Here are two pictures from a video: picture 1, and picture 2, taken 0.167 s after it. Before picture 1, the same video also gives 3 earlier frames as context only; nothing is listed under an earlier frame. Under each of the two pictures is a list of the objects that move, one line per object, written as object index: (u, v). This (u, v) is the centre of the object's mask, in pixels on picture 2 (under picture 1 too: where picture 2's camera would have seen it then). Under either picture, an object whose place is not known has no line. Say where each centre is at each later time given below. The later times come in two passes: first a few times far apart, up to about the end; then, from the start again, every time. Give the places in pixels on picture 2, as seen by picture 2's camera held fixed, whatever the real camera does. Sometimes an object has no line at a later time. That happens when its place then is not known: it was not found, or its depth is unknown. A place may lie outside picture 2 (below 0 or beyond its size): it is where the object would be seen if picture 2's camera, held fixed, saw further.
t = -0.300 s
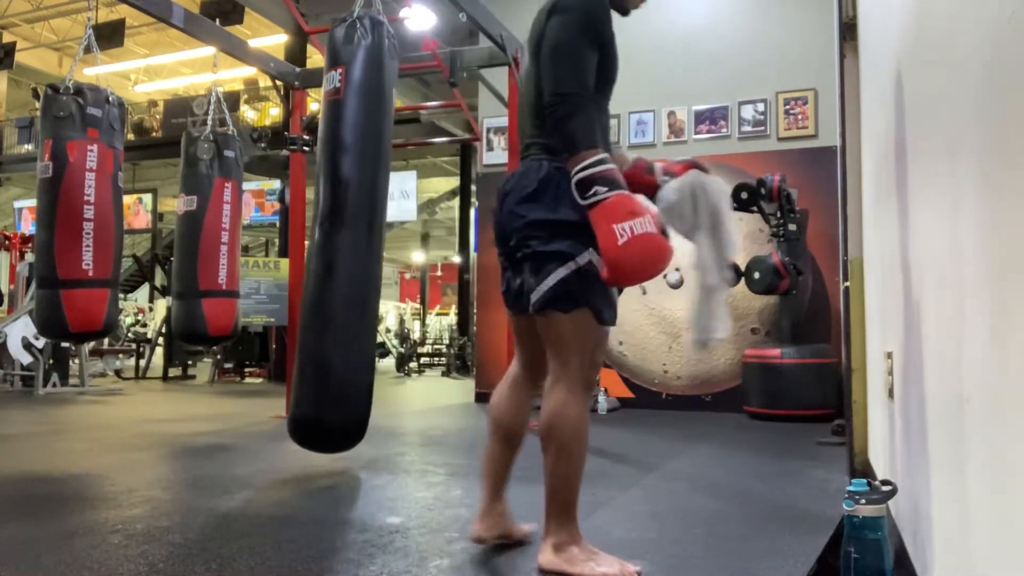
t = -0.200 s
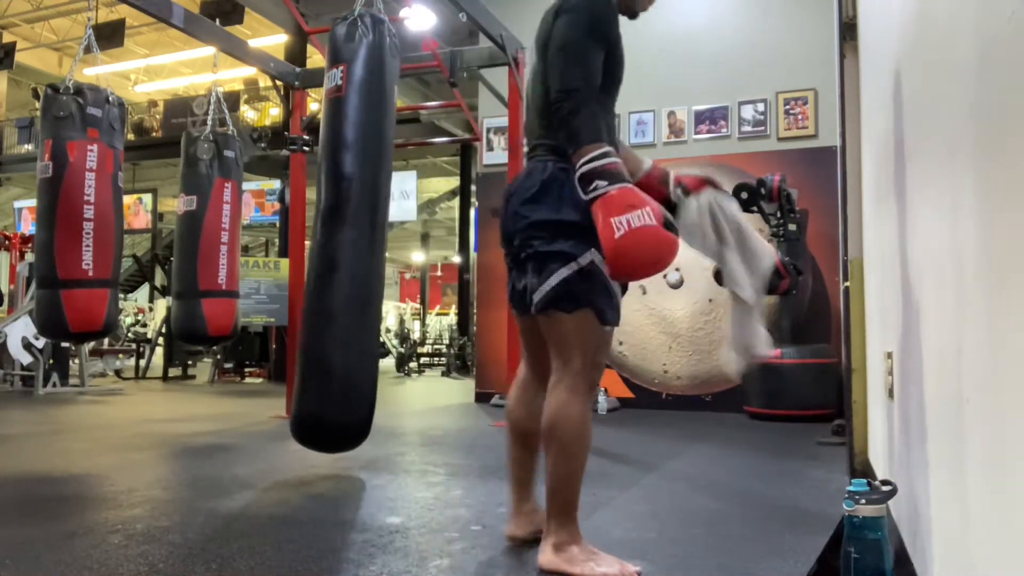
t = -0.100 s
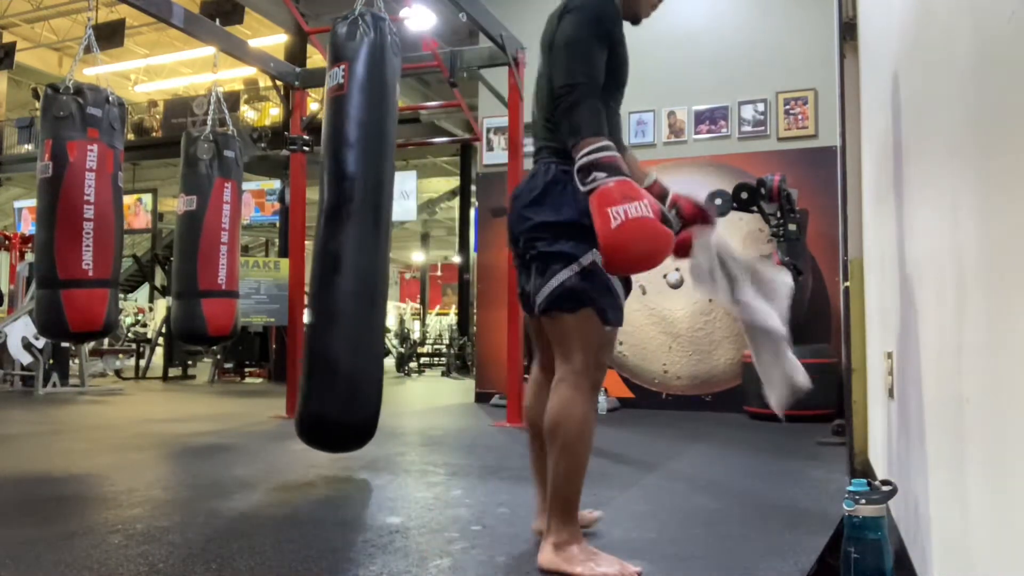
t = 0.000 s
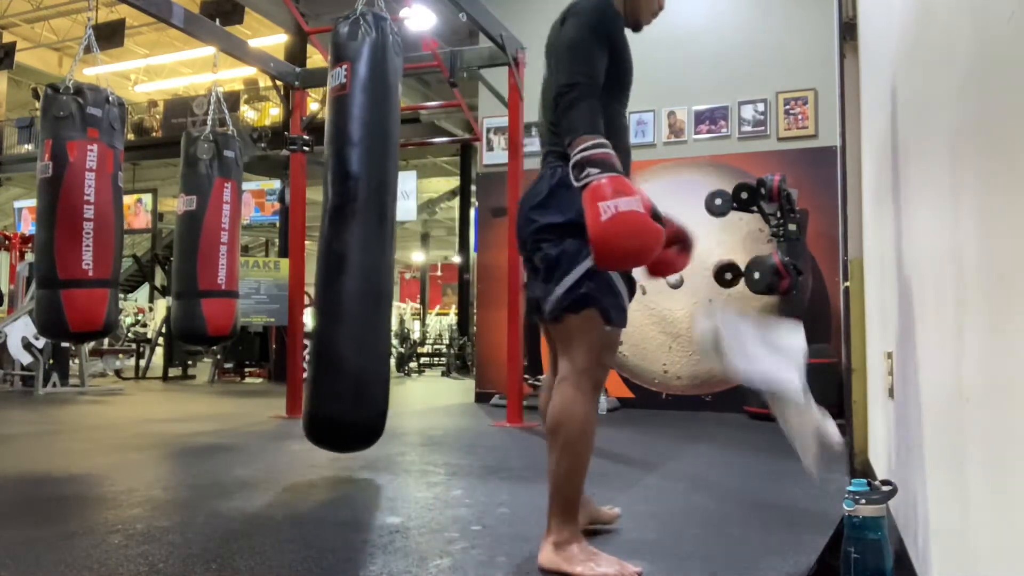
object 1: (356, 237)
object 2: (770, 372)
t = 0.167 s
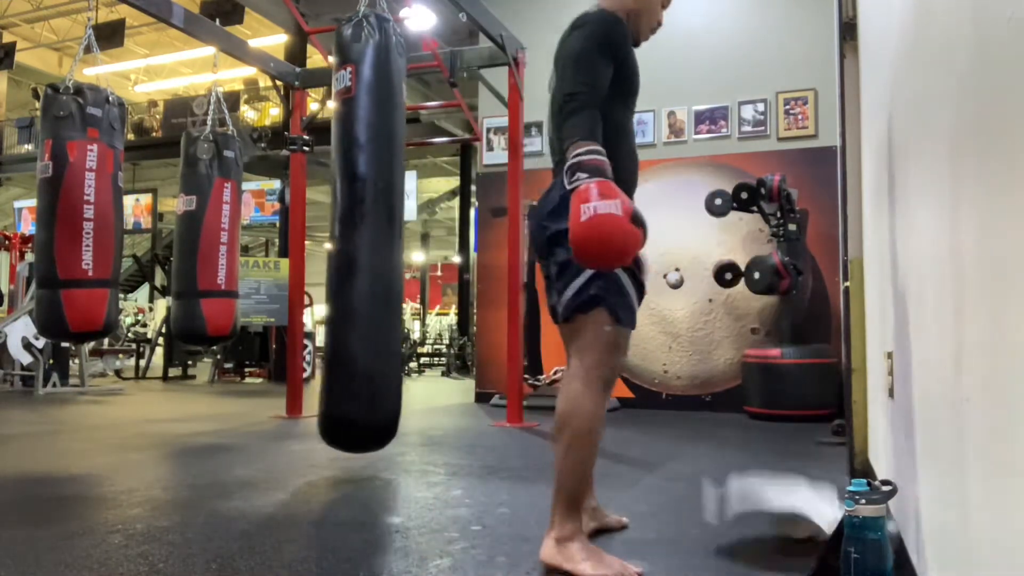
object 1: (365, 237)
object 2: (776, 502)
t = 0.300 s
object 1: (372, 238)
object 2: (782, 535)
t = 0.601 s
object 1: (383, 235)
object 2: (782, 535)
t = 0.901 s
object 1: (385, 233)
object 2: (782, 535)
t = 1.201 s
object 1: (378, 229)
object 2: (782, 535)
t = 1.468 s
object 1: (367, 231)
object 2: (782, 535)
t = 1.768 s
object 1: (354, 235)
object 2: (782, 535)
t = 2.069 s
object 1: (347, 238)
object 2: (782, 536)
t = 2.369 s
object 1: (349, 237)
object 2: (782, 536)
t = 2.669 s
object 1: (362, 236)
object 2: (782, 535)
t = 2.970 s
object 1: (377, 236)
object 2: (782, 535)
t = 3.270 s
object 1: (385, 237)
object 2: (782, 535)
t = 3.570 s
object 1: (383, 231)
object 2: (782, 535)
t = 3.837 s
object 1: (374, 228)
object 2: (782, 535)
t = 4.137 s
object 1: (362, 231)
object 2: (782, 535)
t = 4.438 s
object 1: (351, 238)
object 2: (782, 535)
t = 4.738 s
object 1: (347, 240)
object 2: (782, 535)
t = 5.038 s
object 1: (354, 237)
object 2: (782, 535)
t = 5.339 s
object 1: (368, 236)
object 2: (782, 536)
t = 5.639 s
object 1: (381, 236)
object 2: (782, 535)
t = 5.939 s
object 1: (384, 235)
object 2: (782, 535)
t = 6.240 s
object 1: (379, 229)
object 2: (782, 535)
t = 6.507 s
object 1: (370, 228)
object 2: (782, 535)
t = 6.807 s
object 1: (358, 234)
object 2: (782, 535)
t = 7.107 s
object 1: (349, 238)
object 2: (782, 535)
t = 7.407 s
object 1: (349, 240)
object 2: (782, 535)
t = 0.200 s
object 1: (367, 237)
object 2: (771, 527)
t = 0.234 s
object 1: (369, 237)
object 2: (781, 535)
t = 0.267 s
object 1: (370, 237)
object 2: (782, 534)
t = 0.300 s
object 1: (372, 238)
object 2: (782, 535)
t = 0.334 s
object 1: (373, 238)
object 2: (782, 535)
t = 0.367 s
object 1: (375, 237)
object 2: (782, 535)
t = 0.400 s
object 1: (376, 237)
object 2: (782, 535)
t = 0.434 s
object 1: (378, 239)
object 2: (782, 535)
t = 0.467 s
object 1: (379, 238)
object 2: (782, 535)
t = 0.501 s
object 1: (381, 239)
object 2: (782, 535)
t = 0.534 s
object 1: (382, 236)
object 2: (782, 535)
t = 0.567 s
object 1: (382, 236)
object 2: (782, 535)
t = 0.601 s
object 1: (383, 235)
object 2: (782, 535)
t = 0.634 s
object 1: (385, 239)
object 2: (782, 535)
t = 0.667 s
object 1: (385, 238)
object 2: (782, 535)
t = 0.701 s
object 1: (385, 237)
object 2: (782, 535)
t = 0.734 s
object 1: (385, 237)
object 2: (782, 535)
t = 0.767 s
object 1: (386, 236)
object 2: (782, 535)
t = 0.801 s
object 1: (386, 236)
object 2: (782, 536)
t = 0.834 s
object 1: (386, 235)
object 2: (782, 535)
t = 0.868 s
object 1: (386, 234)
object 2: (782, 535)
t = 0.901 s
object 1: (385, 233)
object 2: (782, 535)
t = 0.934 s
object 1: (385, 233)
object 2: (782, 535)
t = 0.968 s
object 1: (384, 233)
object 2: (782, 535)
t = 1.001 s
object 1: (384, 231)
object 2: (782, 535)
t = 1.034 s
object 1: (383, 231)
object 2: (782, 535)
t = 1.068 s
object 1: (382, 230)
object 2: (782, 535)
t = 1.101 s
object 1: (381, 230)
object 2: (782, 535)
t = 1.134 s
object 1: (380, 229)
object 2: (782, 535)
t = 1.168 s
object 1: (379, 229)
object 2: (782, 535)
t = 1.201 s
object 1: (378, 229)
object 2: (782, 535)
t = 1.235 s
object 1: (376, 228)
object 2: (782, 535)
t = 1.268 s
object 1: (375, 228)
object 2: (782, 535)
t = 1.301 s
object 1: (374, 229)
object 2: (782, 535)
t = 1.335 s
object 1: (373, 229)
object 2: (782, 535)
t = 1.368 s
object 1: (371, 228)
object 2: (782, 535)
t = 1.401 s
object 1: (370, 230)
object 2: (782, 535)
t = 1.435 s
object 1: (369, 229)
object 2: (781, 535)
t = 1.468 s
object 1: (367, 231)
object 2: (782, 535)
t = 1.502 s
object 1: (366, 230)
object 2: (782, 535)
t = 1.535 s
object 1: (364, 230)
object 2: (782, 535)
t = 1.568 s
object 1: (363, 231)
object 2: (782, 535)
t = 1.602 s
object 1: (361, 231)
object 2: (782, 535)
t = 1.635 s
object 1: (360, 233)
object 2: (782, 535)
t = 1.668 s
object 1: (359, 233)
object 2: (782, 535)
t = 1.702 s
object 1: (357, 234)
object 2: (782, 535)
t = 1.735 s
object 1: (356, 234)
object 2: (782, 535)
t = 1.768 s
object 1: (354, 235)
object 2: (782, 535)
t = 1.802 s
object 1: (353, 235)
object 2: (782, 535)
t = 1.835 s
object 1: (352, 236)
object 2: (782, 535)
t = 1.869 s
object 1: (351, 237)
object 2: (782, 535)
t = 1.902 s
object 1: (350, 237)
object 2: (782, 535)
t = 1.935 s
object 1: (349, 238)
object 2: (782, 535)
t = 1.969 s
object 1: (348, 238)
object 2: (782, 535)
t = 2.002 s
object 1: (347, 239)
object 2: (782, 535)
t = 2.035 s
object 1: (347, 239)
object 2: (782, 535)
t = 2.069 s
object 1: (347, 238)
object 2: (782, 536)
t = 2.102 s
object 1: (346, 240)
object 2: (782, 535)
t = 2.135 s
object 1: (346, 238)
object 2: (782, 535)
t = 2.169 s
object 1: (346, 240)
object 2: (782, 535)
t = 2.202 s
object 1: (346, 238)
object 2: (782, 536)
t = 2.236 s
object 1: (347, 238)
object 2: (782, 535)
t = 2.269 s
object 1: (347, 239)
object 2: (782, 535)
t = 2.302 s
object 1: (348, 237)
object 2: (782, 536)
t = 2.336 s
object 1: (348, 237)
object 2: (782, 535)
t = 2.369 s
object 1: (349, 237)
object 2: (782, 536)
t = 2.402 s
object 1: (350, 239)
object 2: (782, 536)
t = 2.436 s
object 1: (351, 236)
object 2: (782, 536)
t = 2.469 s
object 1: (353, 236)
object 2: (782, 536)
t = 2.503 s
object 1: (354, 236)
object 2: (782, 536)
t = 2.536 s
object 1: (356, 236)
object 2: (782, 535)
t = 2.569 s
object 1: (357, 236)
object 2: (782, 535)
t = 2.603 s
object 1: (359, 237)
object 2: (782, 536)
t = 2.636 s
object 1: (360, 237)
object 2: (782, 536)
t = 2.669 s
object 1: (362, 236)
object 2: (782, 535)
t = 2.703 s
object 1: (364, 237)
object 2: (782, 535)
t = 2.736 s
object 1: (366, 237)
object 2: (782, 535)
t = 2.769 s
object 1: (367, 237)
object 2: (782, 536)
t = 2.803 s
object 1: (369, 237)
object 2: (782, 536)
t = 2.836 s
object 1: (370, 237)
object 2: (782, 536)
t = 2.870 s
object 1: (372, 237)
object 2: (782, 535)
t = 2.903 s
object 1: (374, 236)
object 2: (782, 535)
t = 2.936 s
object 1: (375, 236)
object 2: (782, 535)
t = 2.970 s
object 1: (377, 236)
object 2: (782, 535)
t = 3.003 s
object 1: (378, 236)
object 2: (782, 535)
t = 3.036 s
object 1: (379, 236)
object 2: (782, 535)
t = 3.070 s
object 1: (380, 236)
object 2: (782, 535)
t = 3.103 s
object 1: (381, 236)
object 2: (782, 536)
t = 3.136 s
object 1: (382, 235)
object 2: (782, 535)
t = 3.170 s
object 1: (383, 235)
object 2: (782, 535)
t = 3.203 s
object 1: (384, 239)
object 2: (782, 535)
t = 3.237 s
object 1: (384, 234)
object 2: (782, 535)
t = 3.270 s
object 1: (385, 237)
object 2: (782, 535)
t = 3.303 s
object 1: (385, 237)
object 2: (782, 535)
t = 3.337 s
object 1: (385, 236)
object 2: (782, 535)
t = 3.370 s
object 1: (385, 236)
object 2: (782, 535)
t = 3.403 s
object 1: (385, 235)
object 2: (782, 536)
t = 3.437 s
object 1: (385, 234)
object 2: (782, 535)
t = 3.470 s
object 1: (385, 234)
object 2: (782, 535)
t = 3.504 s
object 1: (384, 232)
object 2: (782, 535)
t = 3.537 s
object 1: (383, 232)
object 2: (782, 535)
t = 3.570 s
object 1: (383, 231)
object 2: (782, 535)
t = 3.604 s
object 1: (382, 231)
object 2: (782, 535)
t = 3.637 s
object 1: (381, 230)
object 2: (782, 535)
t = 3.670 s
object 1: (380, 230)
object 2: (782, 535)
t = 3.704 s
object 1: (379, 230)
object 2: (782, 535)
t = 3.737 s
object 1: (378, 228)
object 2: (782, 535)
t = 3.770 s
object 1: (377, 229)
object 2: (782, 535)
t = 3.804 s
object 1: (376, 228)
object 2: (782, 535)
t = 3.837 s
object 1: (374, 228)
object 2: (782, 535)
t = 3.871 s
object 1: (373, 228)
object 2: (782, 535)
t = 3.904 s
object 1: (372, 228)
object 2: (782, 535)
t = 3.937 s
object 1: (371, 230)
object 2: (782, 535)
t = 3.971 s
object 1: (369, 229)
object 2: (782, 535)
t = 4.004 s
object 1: (368, 229)
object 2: (782, 535)
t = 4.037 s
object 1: (366, 229)
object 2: (782, 535)
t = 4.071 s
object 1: (365, 230)
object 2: (782, 535)
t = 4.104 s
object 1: (364, 230)
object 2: (782, 535)
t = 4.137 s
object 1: (362, 231)
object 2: (782, 535)
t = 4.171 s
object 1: (361, 233)
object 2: (782, 535)
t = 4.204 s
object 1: (359, 234)
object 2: (782, 535)
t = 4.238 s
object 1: (358, 234)
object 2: (782, 535)
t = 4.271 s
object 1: (357, 235)
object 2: (782, 535)
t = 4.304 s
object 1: (355, 235)
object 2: (782, 535)
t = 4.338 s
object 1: (354, 235)
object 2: (782, 535)
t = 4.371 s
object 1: (353, 236)
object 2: (782, 535)
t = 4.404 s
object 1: (352, 236)
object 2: (782, 535)
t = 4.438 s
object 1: (351, 238)
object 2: (782, 535)
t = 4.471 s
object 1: (350, 238)
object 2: (782, 535)
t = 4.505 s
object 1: (349, 239)
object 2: (782, 535)
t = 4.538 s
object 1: (349, 239)
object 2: (782, 535)
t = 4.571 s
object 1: (348, 238)
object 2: (782, 535)
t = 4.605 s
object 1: (347, 240)
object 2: (782, 535)
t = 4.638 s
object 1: (347, 240)
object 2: (782, 536)
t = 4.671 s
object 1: (347, 240)
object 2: (782, 535)
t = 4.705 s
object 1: (347, 240)
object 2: (782, 535)
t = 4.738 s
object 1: (347, 240)
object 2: (782, 535)
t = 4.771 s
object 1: (347, 239)
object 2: (782, 535)
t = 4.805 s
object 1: (347, 240)
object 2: (782, 536)
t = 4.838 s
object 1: (348, 240)
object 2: (782, 535)
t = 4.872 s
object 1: (349, 238)
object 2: (782, 535)
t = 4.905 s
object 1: (350, 239)
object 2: (782, 536)
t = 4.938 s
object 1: (350, 238)
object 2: (782, 536)
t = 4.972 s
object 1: (352, 237)
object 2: (782, 536)
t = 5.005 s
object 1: (353, 237)
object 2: (782, 536)
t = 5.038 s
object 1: (354, 237)
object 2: (782, 535)
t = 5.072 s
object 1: (355, 237)
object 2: (782, 536)
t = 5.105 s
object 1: (357, 237)
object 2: (782, 536)
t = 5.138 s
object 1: (358, 237)
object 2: (782, 536)
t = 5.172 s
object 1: (360, 237)
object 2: (782, 536)
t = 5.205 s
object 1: (361, 237)
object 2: (782, 536)
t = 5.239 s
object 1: (363, 237)
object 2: (782, 535)
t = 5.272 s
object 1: (365, 237)
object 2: (782, 536)
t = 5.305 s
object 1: (367, 237)
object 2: (782, 536)
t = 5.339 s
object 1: (368, 236)
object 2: (782, 536)
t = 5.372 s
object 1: (370, 237)
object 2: (782, 536)
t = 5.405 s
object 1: (371, 236)
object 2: (782, 536)
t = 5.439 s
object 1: (372, 237)
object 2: (782, 536)
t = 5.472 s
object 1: (374, 237)
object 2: (782, 535)
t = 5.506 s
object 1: (375, 237)
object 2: (782, 536)
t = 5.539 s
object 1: (377, 237)
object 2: (782, 535)
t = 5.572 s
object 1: (378, 241)
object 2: (782, 535)
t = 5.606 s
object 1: (380, 237)
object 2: (782, 535)
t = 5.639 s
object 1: (381, 236)
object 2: (782, 535)
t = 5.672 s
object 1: (381, 235)
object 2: (782, 535)
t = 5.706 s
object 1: (382, 235)
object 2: (782, 535)
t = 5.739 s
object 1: (383, 236)
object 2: (782, 535)
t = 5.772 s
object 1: (383, 235)
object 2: (782, 535)
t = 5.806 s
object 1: (384, 234)
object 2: (782, 535)
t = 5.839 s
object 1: (384, 238)
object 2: (782, 535)
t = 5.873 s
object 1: (384, 236)
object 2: (782, 535)
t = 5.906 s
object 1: (384, 236)
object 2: (782, 535)
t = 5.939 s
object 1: (384, 235)
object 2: (782, 535)
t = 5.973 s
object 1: (384, 234)
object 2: (782, 535)
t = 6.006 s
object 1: (384, 234)
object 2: (782, 535)
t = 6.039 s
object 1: (383, 233)
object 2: (782, 535)
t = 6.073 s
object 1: (383, 232)
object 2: (782, 535)
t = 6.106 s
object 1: (382, 232)
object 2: (782, 535)
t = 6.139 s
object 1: (382, 231)
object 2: (782, 535)
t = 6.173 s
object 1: (381, 230)
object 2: (782, 535)
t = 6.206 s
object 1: (380, 230)
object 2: (782, 535)
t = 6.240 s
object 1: (379, 229)
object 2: (782, 535)
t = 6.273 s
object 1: (378, 229)
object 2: (782, 535)
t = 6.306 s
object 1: (377, 229)
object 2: (782, 535)
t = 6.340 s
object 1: (376, 229)
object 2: (782, 535)
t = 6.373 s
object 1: (375, 228)
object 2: (782, 535)
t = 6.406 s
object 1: (374, 229)
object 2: (782, 535)
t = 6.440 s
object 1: (373, 228)
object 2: (782, 535)
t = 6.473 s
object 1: (371, 228)
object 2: (782, 535)
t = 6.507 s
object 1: (370, 228)
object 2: (782, 535)
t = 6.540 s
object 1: (369, 229)
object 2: (782, 535)
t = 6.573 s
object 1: (367, 230)
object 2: (782, 535)
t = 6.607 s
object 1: (366, 230)
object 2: (782, 535)
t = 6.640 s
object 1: (365, 229)
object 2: (782, 535)
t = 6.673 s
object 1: (363, 231)
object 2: (782, 535)
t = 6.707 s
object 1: (362, 232)
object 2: (782, 535)
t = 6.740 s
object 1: (361, 233)
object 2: (782, 535)
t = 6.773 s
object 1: (359, 234)
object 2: (782, 535)
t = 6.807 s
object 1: (358, 234)
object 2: (782, 535)
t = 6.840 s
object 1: (357, 234)
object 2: (782, 535)
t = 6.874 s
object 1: (356, 235)
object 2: (782, 535)
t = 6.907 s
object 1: (354, 235)
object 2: (782, 535)
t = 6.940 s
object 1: (353, 236)
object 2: (782, 535)
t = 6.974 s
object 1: (352, 237)
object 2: (782, 535)
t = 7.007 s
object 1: (351, 237)
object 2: (782, 535)
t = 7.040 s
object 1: (350, 237)
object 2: (782, 535)
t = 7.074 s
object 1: (350, 237)
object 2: (782, 535)
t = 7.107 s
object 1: (349, 238)
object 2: (782, 535)
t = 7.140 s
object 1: (349, 238)
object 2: (782, 535)
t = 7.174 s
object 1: (348, 240)
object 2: (782, 535)
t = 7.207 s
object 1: (348, 240)
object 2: (782, 535)
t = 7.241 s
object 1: (348, 240)
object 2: (782, 535)
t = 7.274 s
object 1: (348, 240)
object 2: (782, 535)
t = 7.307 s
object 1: (348, 240)
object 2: (782, 535)
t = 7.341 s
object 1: (348, 240)
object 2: (782, 535)
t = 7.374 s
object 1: (348, 240)
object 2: (782, 535)
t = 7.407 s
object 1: (349, 240)
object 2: (782, 535)
